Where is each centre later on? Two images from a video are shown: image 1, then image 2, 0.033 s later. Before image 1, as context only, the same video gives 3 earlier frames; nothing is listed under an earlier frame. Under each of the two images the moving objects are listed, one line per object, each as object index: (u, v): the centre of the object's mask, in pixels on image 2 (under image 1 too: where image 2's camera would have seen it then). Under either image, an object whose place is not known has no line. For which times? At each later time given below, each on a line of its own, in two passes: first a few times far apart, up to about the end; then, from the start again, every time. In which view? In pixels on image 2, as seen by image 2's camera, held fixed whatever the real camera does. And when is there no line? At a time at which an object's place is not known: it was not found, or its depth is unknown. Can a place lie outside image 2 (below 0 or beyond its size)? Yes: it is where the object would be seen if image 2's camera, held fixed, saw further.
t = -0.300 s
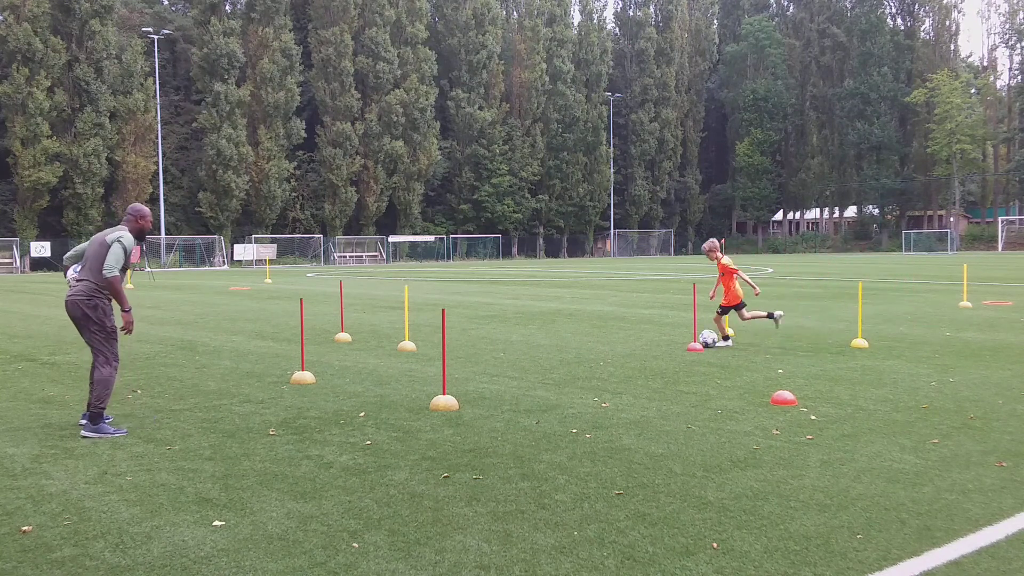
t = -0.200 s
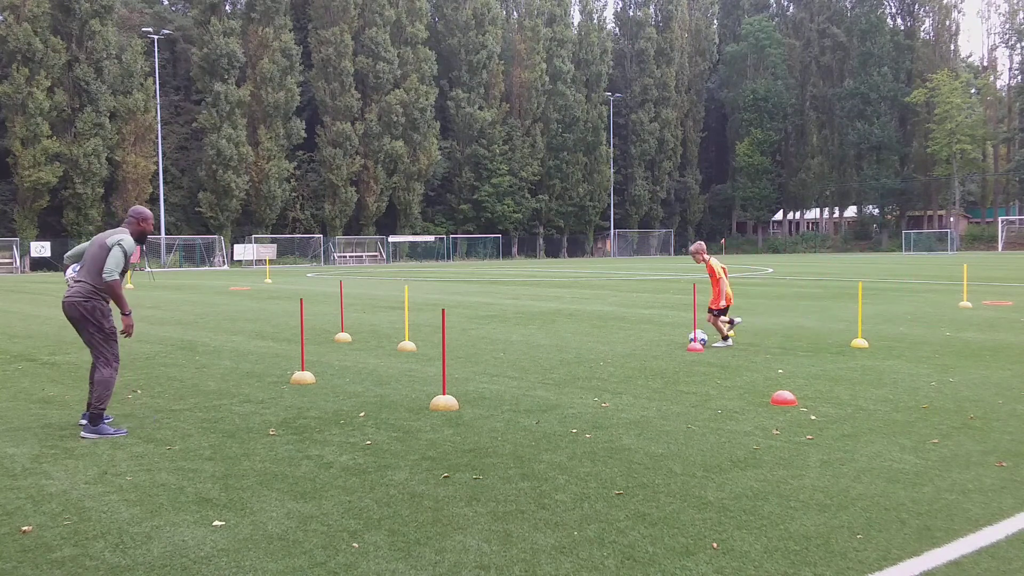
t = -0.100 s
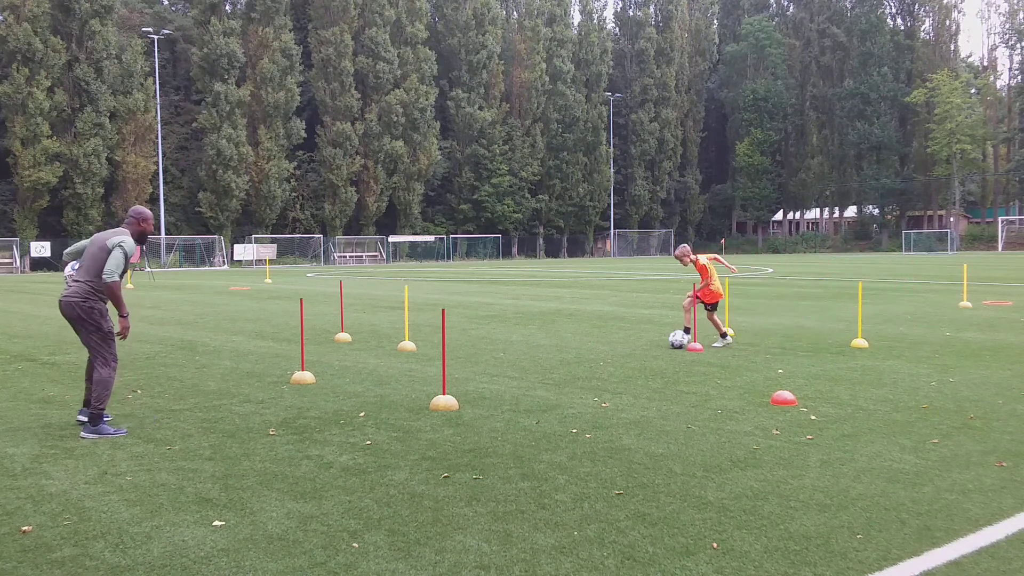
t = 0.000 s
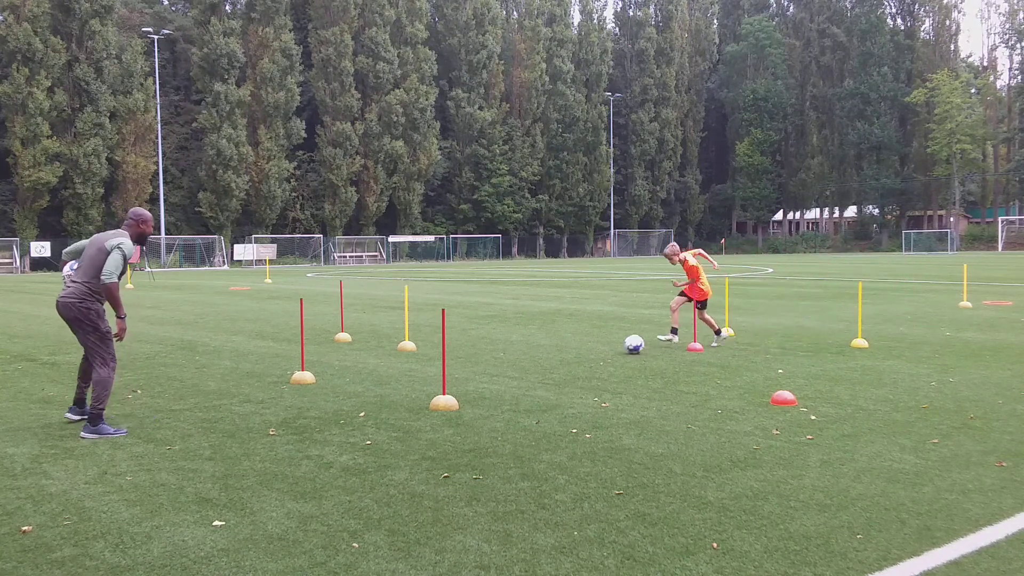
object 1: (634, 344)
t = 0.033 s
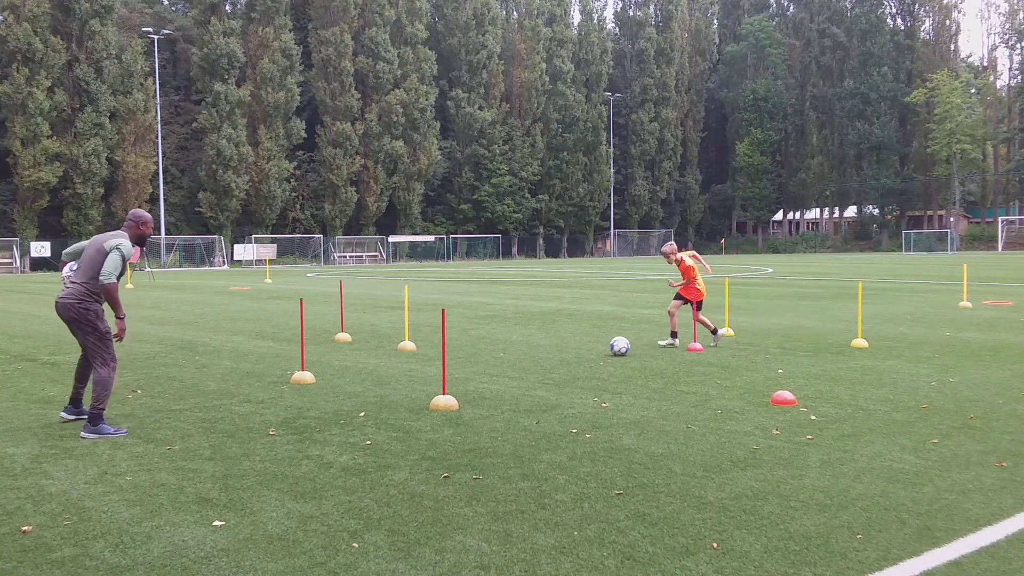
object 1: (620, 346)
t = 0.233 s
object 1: (534, 352)
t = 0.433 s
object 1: (447, 365)
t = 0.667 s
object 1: (334, 379)
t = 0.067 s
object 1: (605, 346)
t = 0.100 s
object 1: (591, 348)
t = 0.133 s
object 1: (575, 351)
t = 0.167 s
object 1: (562, 352)
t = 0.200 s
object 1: (548, 352)
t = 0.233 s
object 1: (534, 352)
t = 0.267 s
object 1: (519, 355)
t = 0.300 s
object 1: (505, 358)
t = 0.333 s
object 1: (490, 361)
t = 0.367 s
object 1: (476, 361)
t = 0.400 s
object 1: (461, 363)
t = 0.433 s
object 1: (447, 365)
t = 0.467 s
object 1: (431, 367)
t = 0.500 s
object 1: (415, 369)
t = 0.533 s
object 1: (399, 370)
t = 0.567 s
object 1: (384, 371)
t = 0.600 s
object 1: (368, 373)
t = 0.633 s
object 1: (351, 375)
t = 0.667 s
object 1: (334, 379)
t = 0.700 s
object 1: (317, 379)
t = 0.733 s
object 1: (300, 379)
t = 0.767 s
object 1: (281, 381)
